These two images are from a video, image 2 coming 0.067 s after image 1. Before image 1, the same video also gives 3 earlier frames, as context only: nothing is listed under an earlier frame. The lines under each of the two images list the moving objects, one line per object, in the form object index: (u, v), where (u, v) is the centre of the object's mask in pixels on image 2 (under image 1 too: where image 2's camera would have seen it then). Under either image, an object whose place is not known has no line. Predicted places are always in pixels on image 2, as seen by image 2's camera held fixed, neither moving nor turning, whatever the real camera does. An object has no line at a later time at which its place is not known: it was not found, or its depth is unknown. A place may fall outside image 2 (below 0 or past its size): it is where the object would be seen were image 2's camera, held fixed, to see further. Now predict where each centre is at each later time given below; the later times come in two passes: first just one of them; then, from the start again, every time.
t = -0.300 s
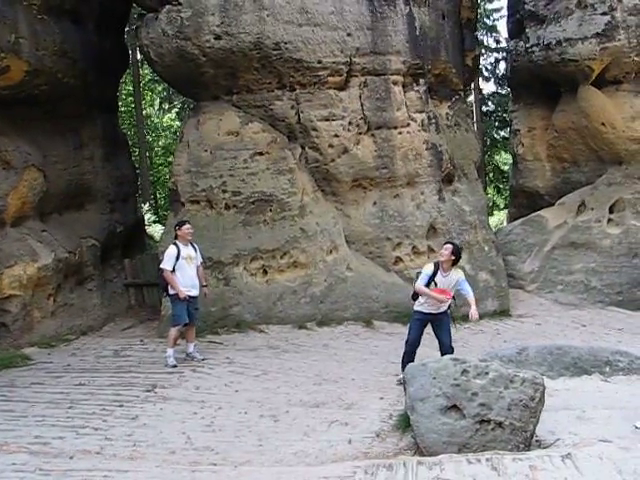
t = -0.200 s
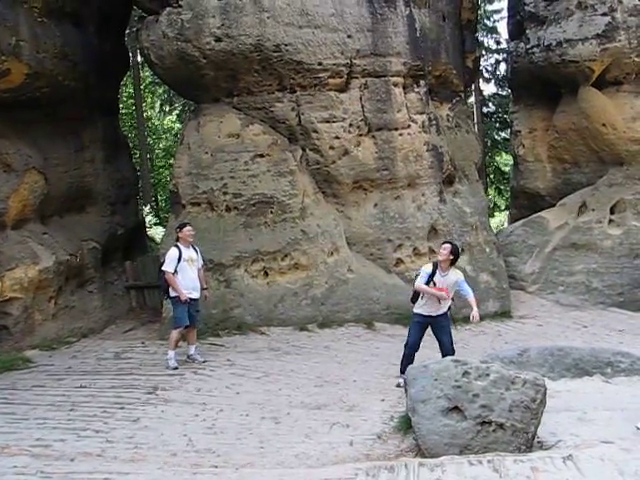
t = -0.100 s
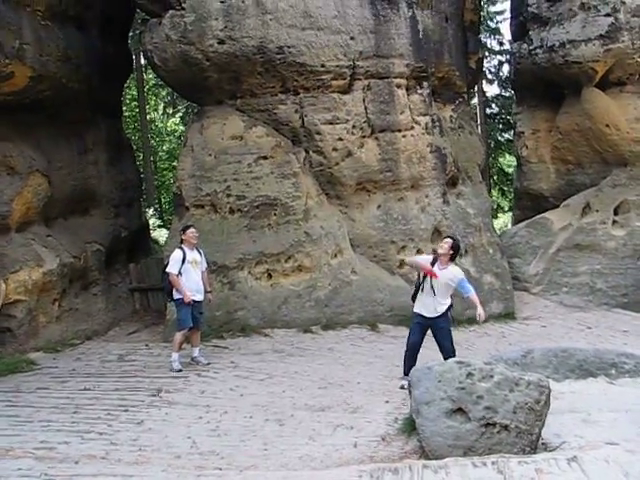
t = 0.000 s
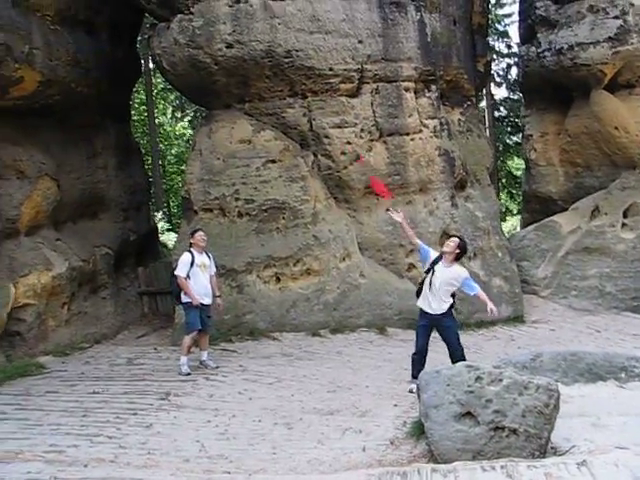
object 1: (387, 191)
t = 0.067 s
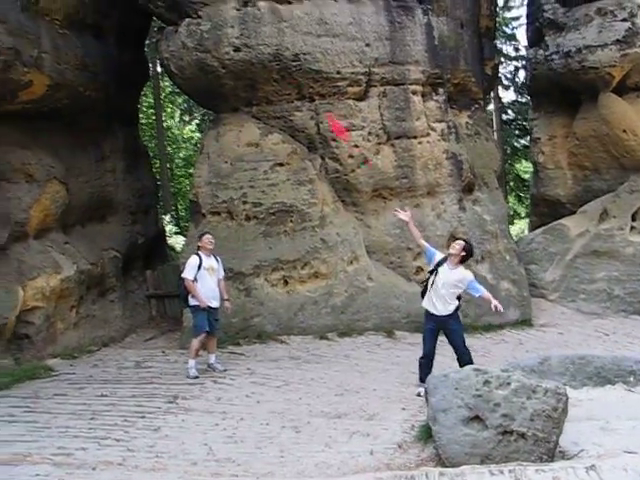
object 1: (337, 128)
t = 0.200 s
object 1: (238, 18)
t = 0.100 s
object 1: (311, 97)
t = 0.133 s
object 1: (287, 71)
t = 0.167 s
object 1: (261, 43)
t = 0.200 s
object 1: (238, 18)
